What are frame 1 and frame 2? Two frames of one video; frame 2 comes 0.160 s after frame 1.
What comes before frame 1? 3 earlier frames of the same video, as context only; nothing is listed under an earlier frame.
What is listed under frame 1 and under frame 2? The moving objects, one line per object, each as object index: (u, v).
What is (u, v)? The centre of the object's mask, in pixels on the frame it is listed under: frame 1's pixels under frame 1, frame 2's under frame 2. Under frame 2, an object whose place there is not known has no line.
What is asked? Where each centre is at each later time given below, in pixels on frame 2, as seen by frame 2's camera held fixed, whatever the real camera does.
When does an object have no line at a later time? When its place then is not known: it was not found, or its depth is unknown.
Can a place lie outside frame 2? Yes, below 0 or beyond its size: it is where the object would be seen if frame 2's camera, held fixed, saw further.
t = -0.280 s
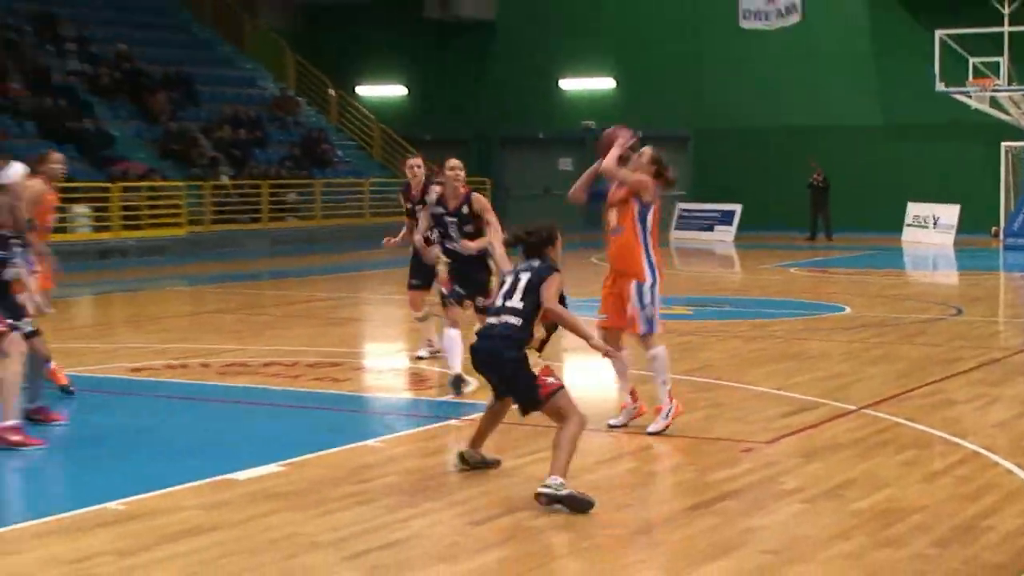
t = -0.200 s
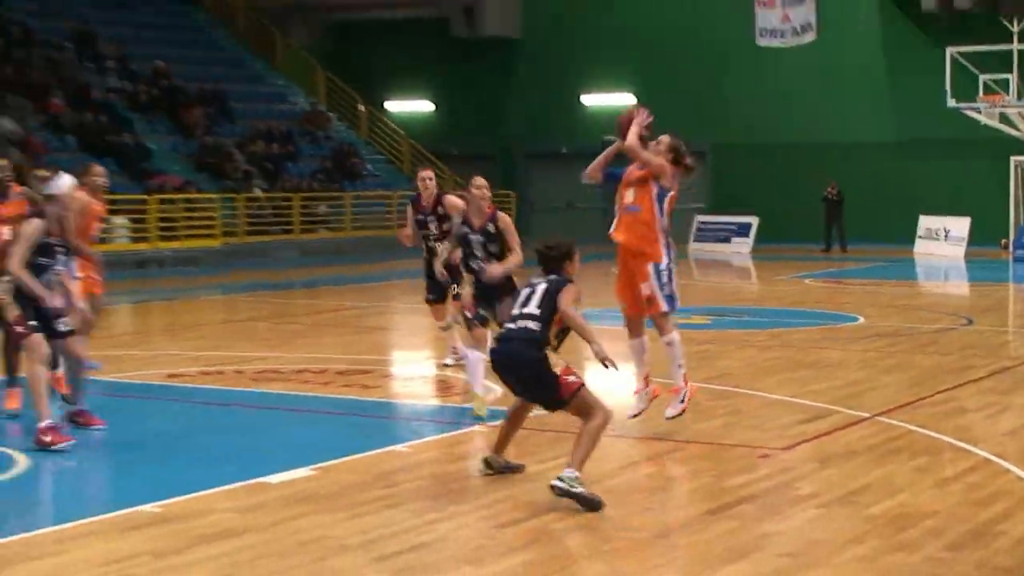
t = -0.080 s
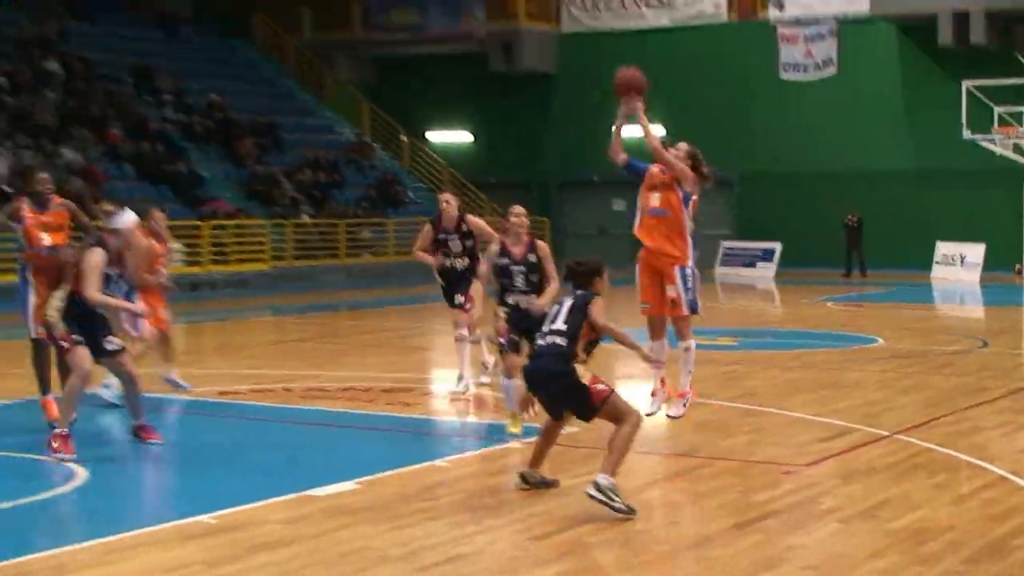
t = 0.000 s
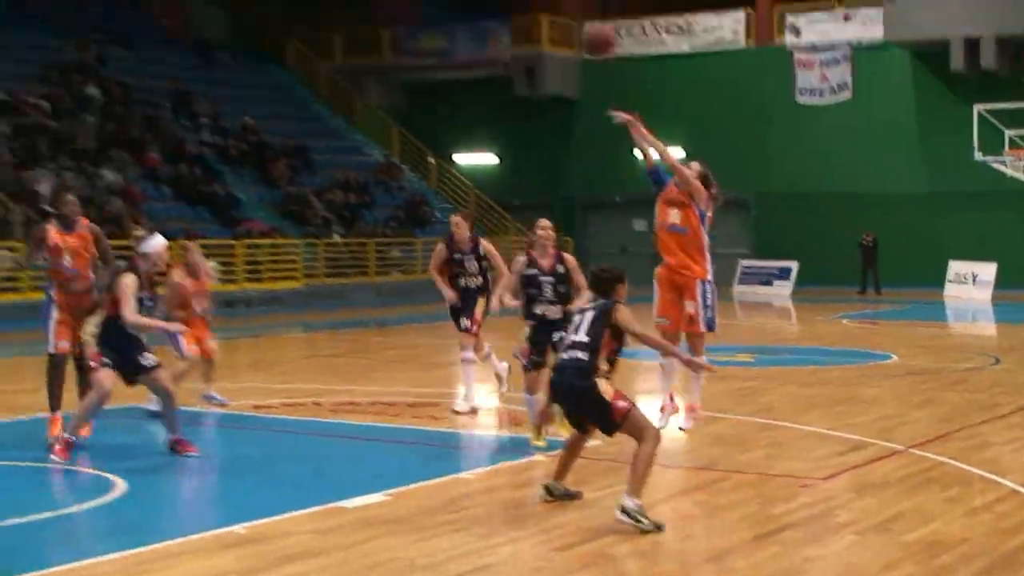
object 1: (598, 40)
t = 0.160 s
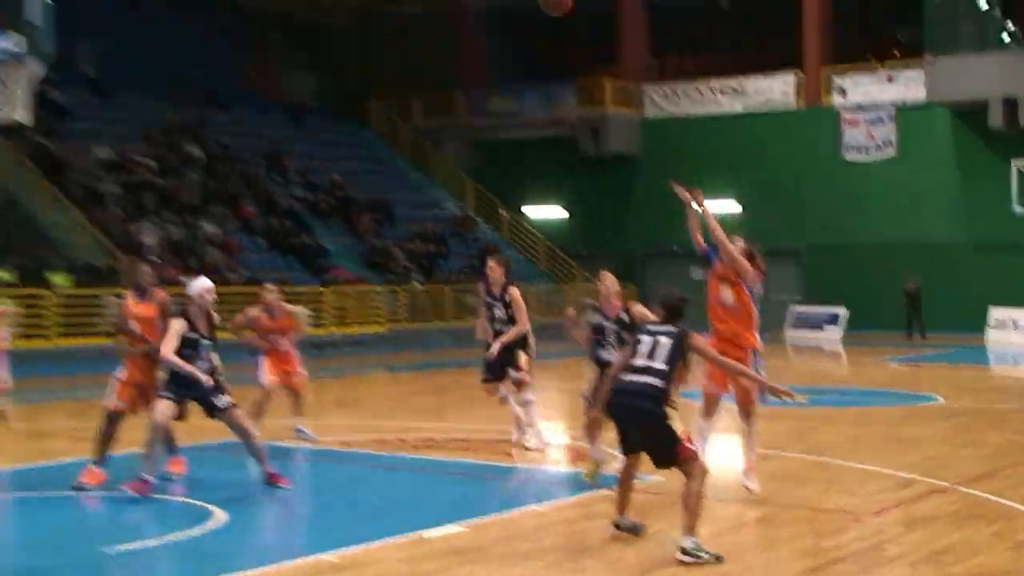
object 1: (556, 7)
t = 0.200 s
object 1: (533, -11)
